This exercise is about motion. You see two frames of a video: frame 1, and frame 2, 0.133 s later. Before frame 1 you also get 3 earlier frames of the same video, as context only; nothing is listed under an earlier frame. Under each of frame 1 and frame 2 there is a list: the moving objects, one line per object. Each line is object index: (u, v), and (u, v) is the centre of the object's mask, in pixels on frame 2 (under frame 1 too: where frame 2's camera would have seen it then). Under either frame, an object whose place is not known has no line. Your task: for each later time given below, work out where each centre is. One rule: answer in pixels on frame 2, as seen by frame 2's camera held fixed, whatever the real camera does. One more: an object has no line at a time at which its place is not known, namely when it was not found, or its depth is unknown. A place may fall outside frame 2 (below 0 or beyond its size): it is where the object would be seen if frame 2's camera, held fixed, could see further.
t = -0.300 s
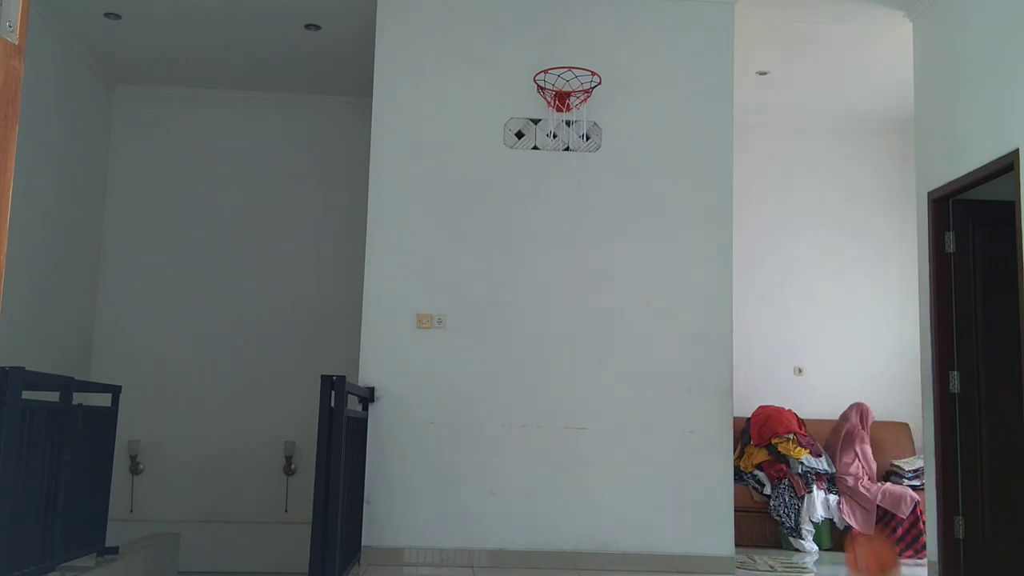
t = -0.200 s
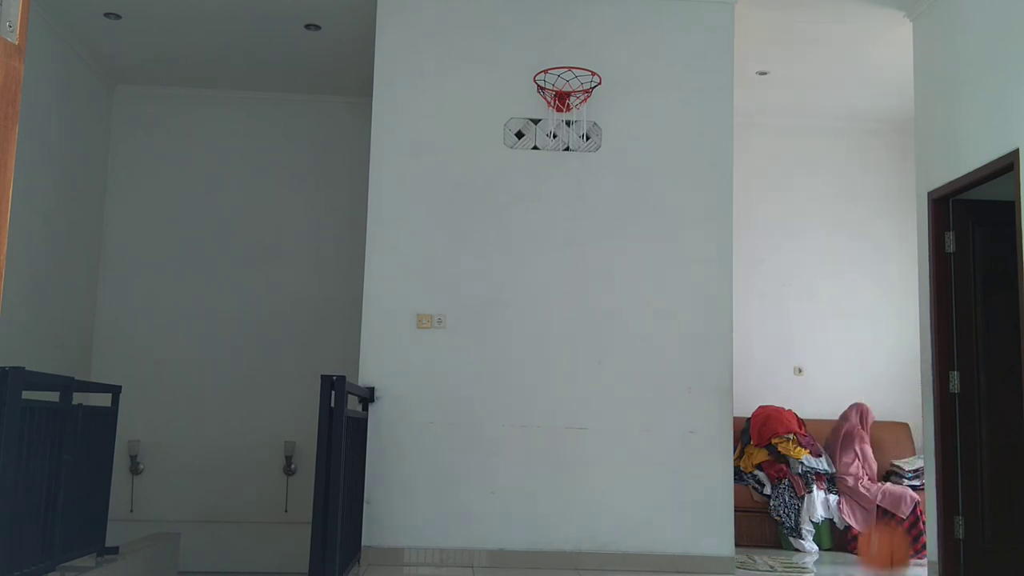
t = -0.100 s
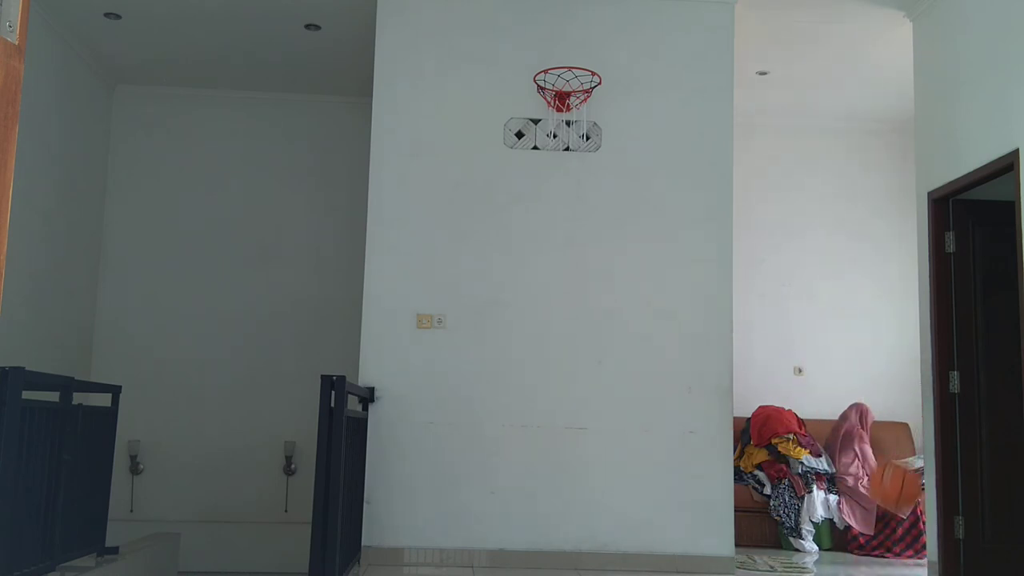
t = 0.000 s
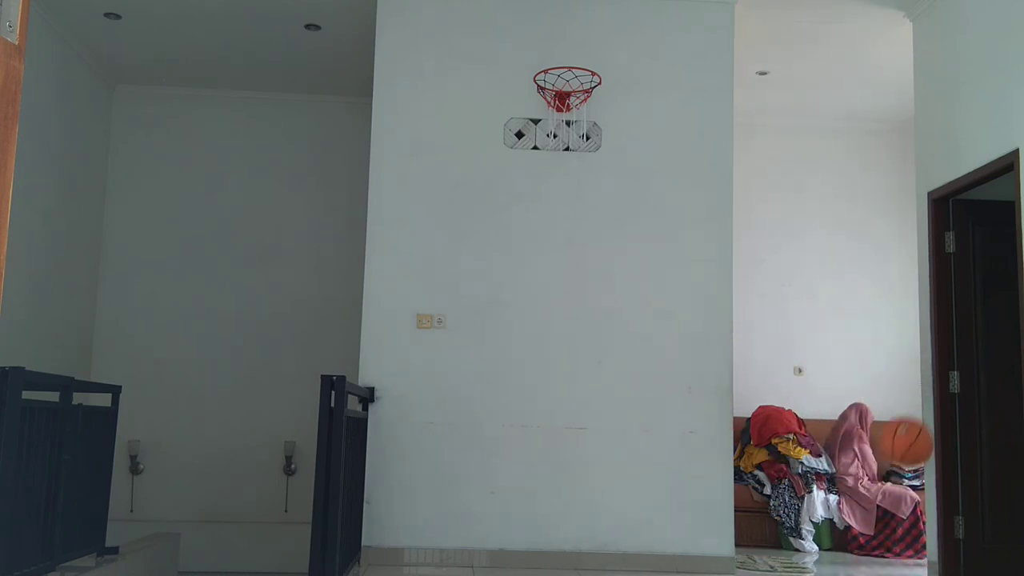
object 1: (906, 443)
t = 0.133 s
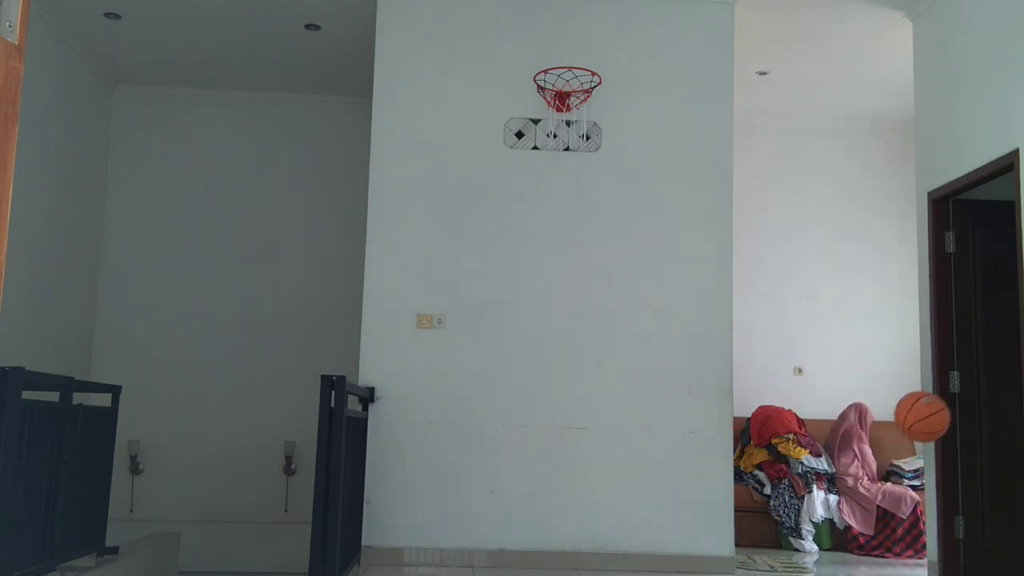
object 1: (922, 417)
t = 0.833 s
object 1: (1005, 473)
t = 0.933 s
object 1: (1011, 459)
